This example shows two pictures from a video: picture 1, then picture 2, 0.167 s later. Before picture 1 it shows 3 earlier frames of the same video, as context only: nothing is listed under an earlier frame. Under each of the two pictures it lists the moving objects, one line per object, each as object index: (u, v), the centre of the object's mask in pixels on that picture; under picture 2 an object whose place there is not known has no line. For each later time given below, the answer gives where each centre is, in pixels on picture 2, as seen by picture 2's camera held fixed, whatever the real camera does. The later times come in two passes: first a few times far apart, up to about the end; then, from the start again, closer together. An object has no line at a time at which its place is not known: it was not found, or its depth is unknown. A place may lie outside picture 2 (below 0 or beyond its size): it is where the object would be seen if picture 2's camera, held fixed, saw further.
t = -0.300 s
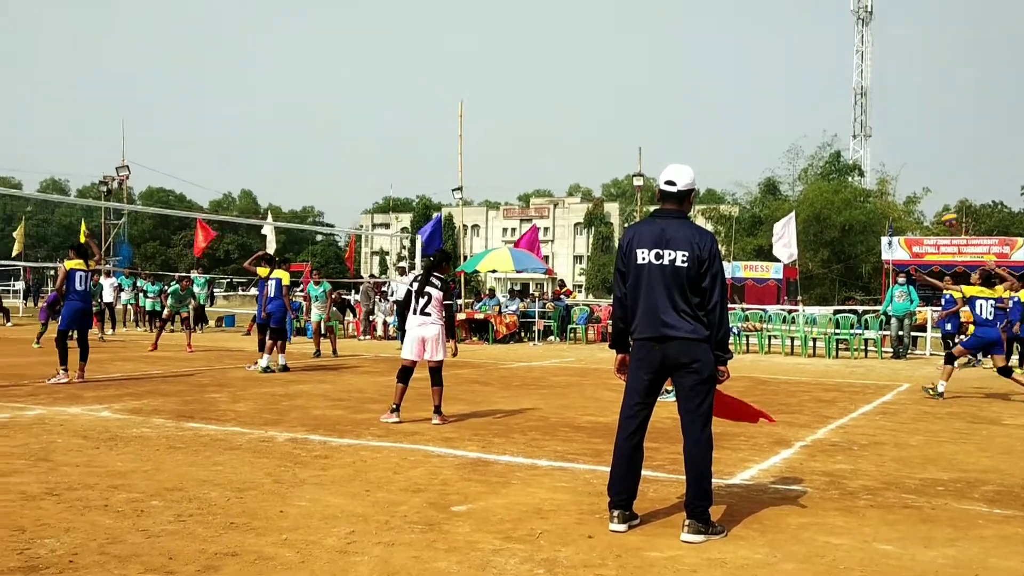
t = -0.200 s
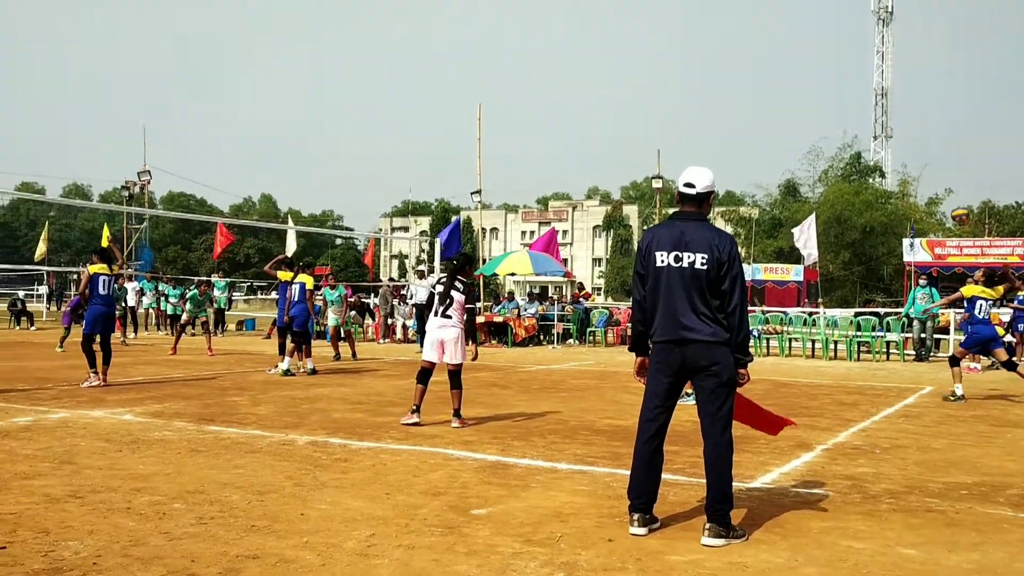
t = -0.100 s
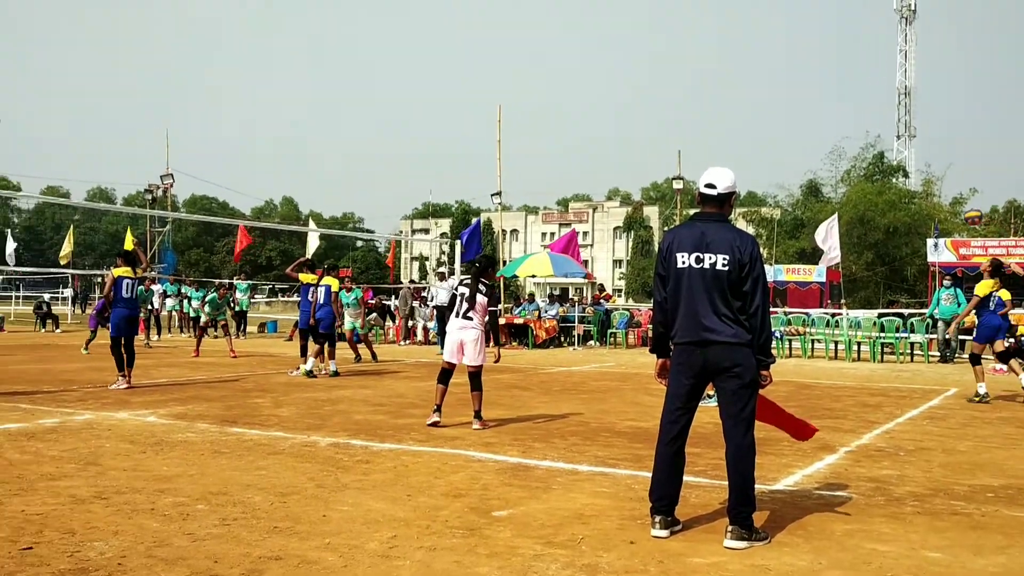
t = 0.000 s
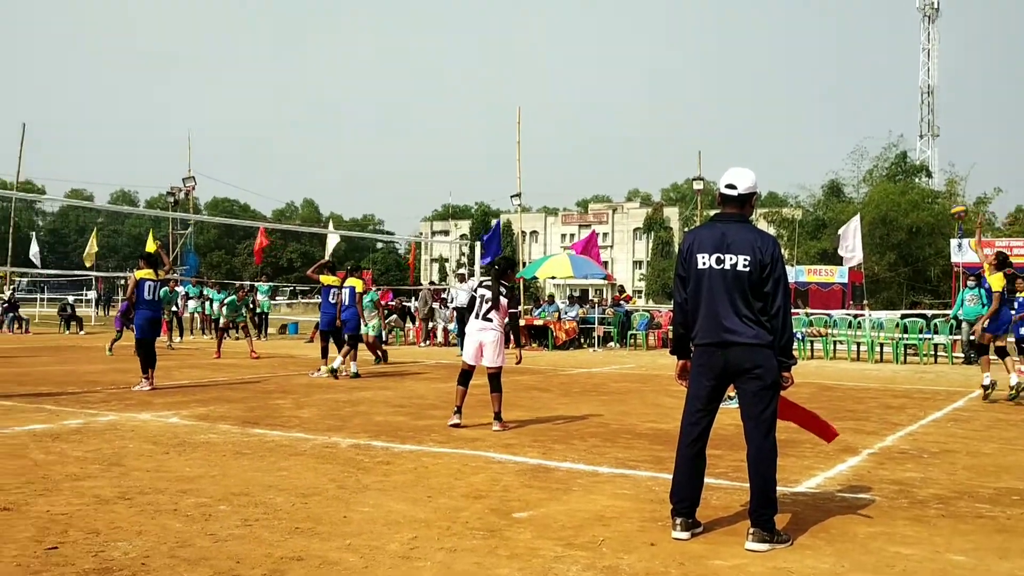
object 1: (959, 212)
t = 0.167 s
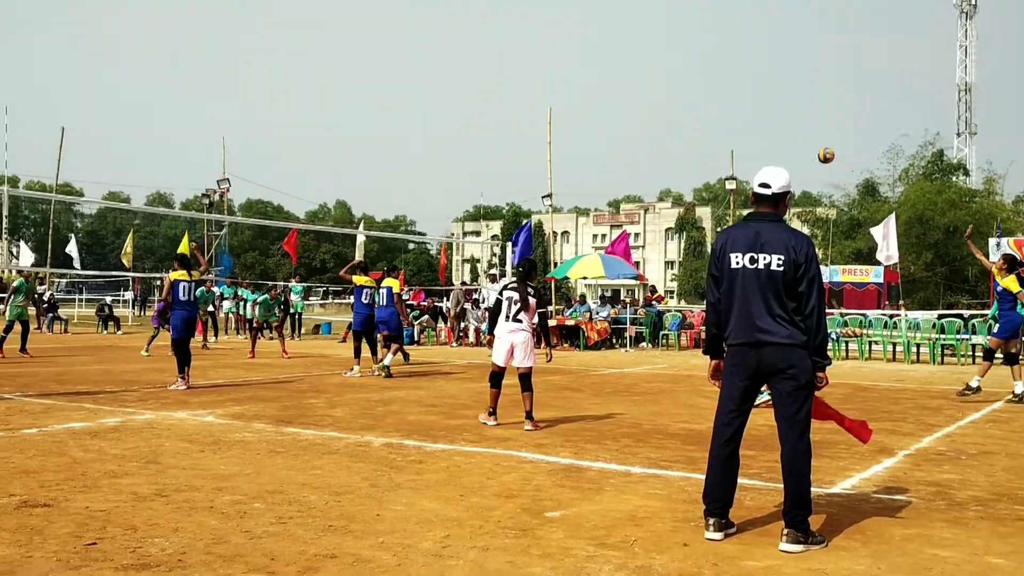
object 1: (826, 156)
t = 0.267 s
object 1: (738, 135)
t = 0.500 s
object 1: (563, 117)
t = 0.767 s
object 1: (397, 136)
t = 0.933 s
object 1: (306, 165)
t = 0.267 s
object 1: (738, 135)
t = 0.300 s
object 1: (710, 130)
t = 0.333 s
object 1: (684, 126)
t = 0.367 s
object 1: (658, 123)
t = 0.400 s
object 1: (633, 120)
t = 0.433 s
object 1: (609, 118)
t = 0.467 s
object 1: (586, 118)
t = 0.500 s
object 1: (563, 117)
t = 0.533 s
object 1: (540, 118)
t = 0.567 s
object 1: (518, 119)
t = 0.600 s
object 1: (497, 120)
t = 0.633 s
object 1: (476, 123)
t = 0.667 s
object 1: (456, 125)
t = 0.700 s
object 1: (436, 128)
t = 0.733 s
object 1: (416, 132)
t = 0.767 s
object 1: (397, 136)
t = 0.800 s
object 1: (378, 141)
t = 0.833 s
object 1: (360, 147)
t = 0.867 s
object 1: (341, 152)
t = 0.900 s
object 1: (324, 159)
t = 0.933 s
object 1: (306, 165)
